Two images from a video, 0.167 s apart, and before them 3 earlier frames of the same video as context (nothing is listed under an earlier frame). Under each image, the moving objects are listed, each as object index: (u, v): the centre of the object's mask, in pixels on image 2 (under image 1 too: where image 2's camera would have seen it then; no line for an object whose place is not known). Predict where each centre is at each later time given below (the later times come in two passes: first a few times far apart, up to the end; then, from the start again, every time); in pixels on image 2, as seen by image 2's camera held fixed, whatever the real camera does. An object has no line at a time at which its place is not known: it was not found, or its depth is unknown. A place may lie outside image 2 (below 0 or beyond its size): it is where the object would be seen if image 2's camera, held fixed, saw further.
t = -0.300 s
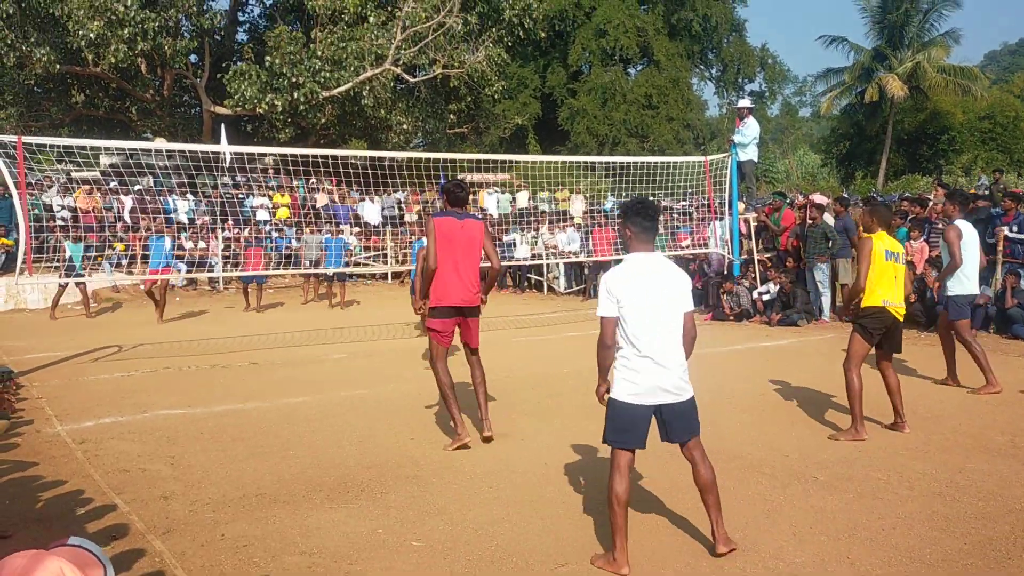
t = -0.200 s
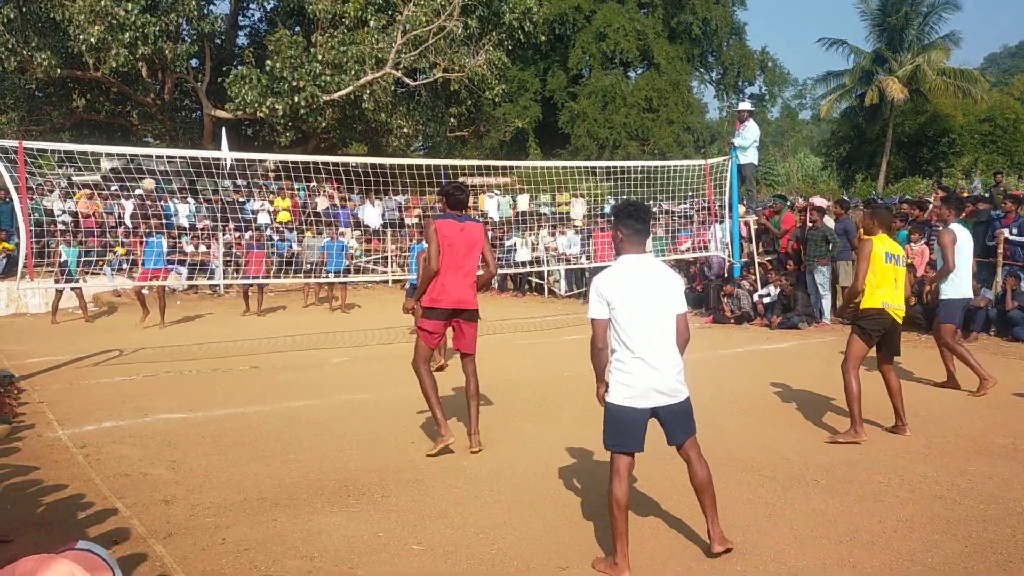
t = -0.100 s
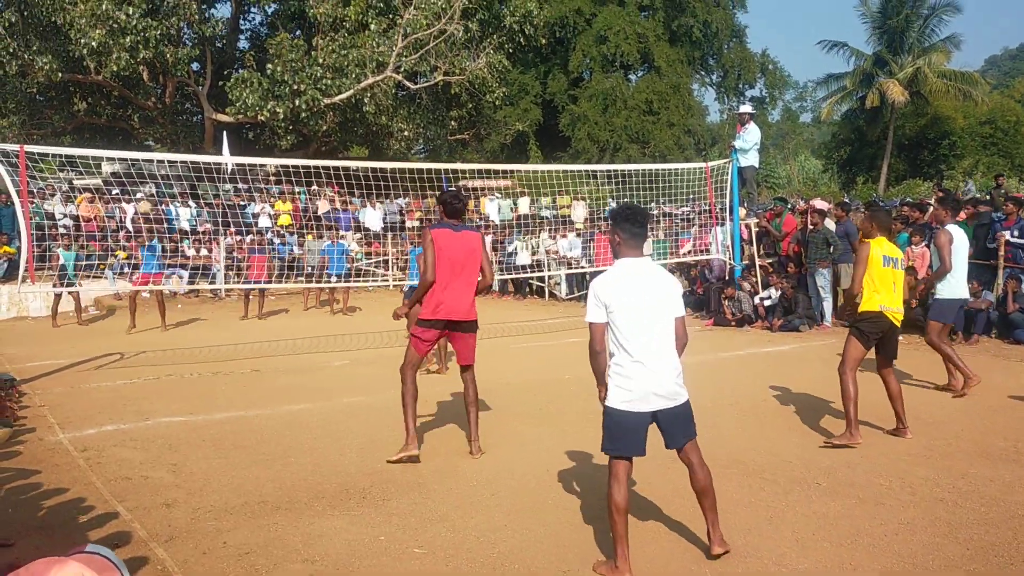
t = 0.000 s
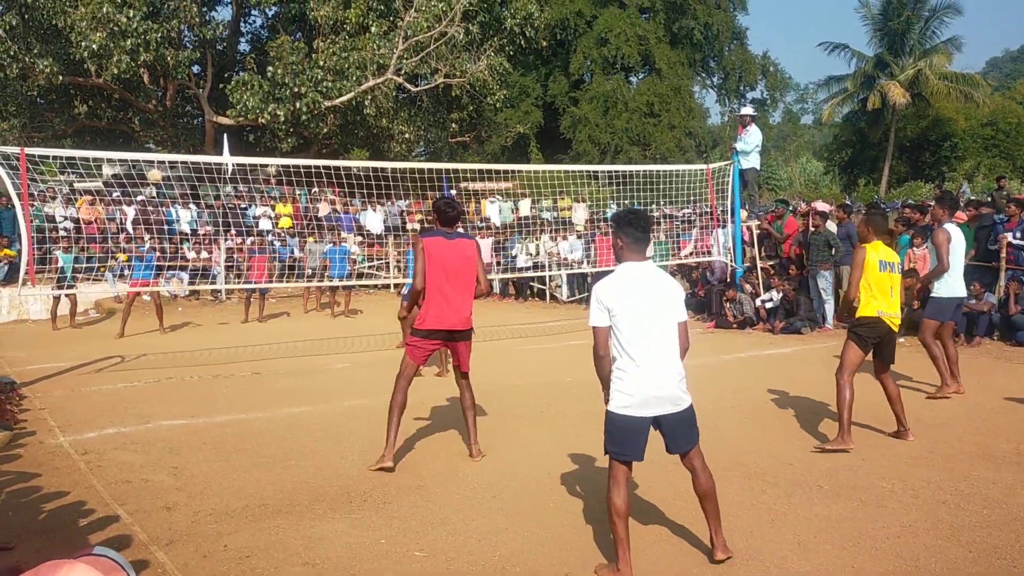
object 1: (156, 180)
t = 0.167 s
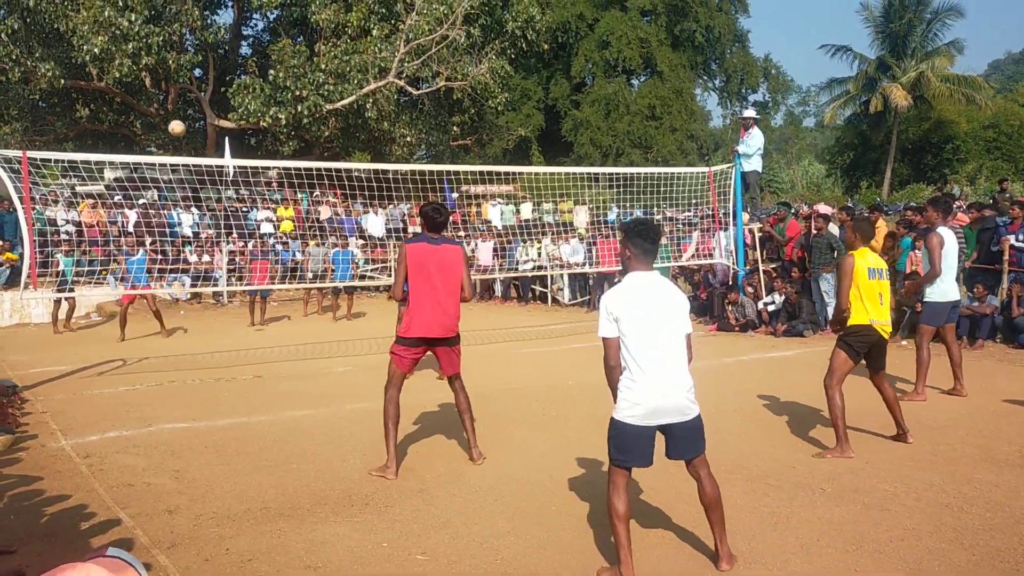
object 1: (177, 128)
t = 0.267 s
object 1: (192, 102)
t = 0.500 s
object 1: (242, 66)
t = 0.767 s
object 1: (328, 89)
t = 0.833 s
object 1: (356, 111)
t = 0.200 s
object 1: (181, 119)
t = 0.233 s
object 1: (187, 111)
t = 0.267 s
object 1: (192, 102)
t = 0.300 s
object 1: (197, 95)
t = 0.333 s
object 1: (204, 88)
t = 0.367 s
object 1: (210, 82)
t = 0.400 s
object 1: (217, 77)
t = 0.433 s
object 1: (225, 73)
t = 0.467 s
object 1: (233, 69)
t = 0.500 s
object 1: (242, 66)
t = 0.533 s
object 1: (250, 64)
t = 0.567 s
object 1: (260, 64)
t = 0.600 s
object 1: (269, 65)
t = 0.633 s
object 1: (280, 66)
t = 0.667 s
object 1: (291, 69)
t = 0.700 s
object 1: (302, 74)
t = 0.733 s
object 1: (315, 81)
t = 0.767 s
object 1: (328, 89)
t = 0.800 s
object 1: (341, 99)
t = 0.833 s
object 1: (356, 111)
